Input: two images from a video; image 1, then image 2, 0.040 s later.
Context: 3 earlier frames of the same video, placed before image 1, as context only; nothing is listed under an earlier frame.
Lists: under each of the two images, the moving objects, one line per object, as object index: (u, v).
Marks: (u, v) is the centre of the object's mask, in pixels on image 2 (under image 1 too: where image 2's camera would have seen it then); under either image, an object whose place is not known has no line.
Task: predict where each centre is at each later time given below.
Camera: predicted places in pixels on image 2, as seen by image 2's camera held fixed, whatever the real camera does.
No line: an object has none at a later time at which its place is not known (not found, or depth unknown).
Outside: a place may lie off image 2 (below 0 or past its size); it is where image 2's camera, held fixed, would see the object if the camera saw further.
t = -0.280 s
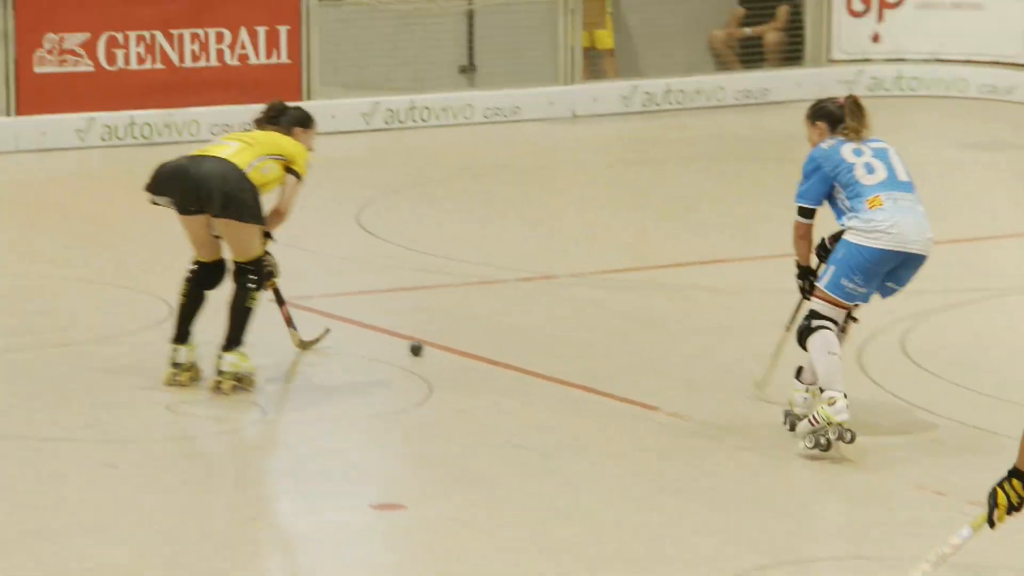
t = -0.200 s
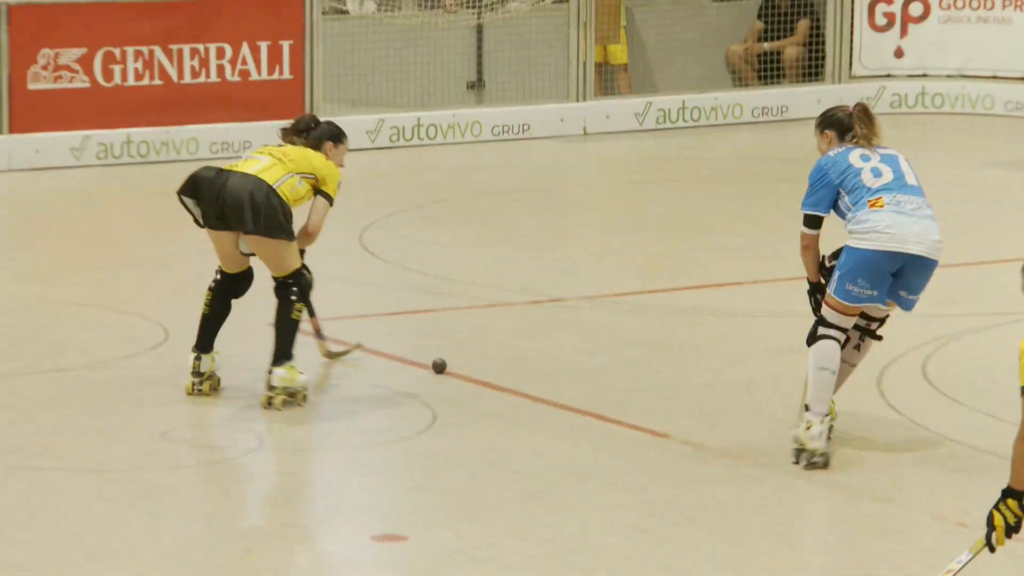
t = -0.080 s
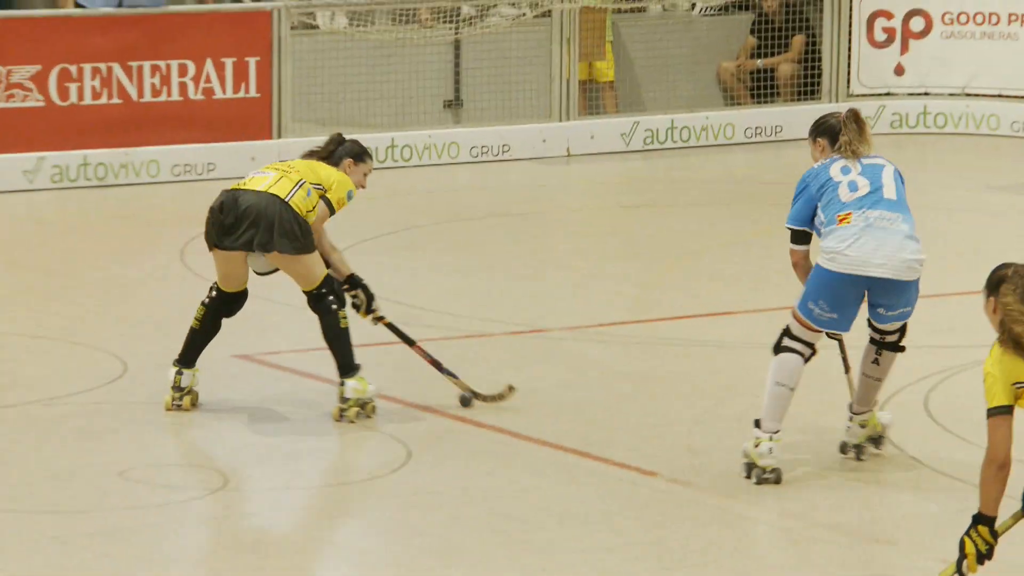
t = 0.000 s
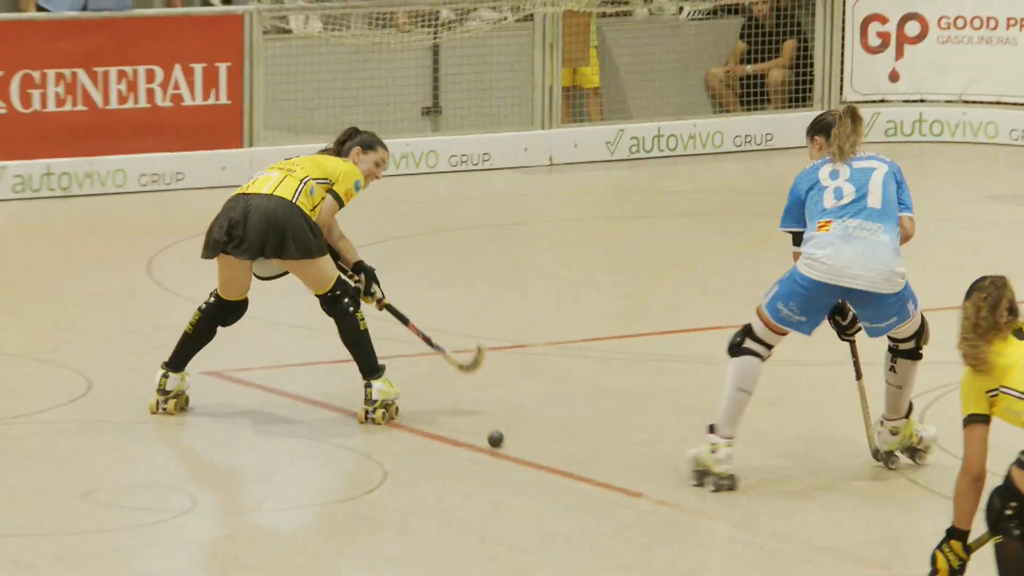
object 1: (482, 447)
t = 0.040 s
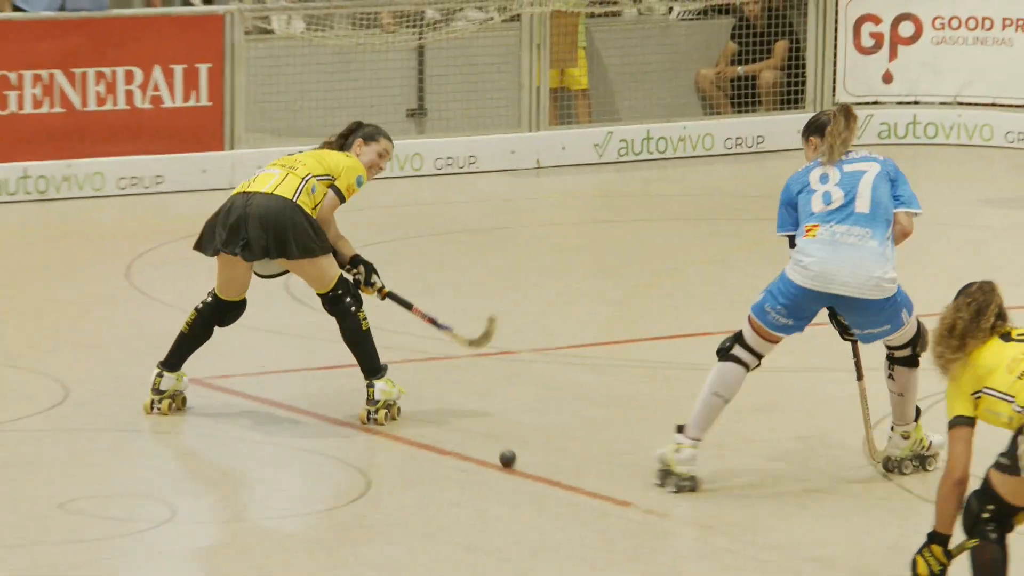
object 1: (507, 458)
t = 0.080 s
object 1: (533, 468)
